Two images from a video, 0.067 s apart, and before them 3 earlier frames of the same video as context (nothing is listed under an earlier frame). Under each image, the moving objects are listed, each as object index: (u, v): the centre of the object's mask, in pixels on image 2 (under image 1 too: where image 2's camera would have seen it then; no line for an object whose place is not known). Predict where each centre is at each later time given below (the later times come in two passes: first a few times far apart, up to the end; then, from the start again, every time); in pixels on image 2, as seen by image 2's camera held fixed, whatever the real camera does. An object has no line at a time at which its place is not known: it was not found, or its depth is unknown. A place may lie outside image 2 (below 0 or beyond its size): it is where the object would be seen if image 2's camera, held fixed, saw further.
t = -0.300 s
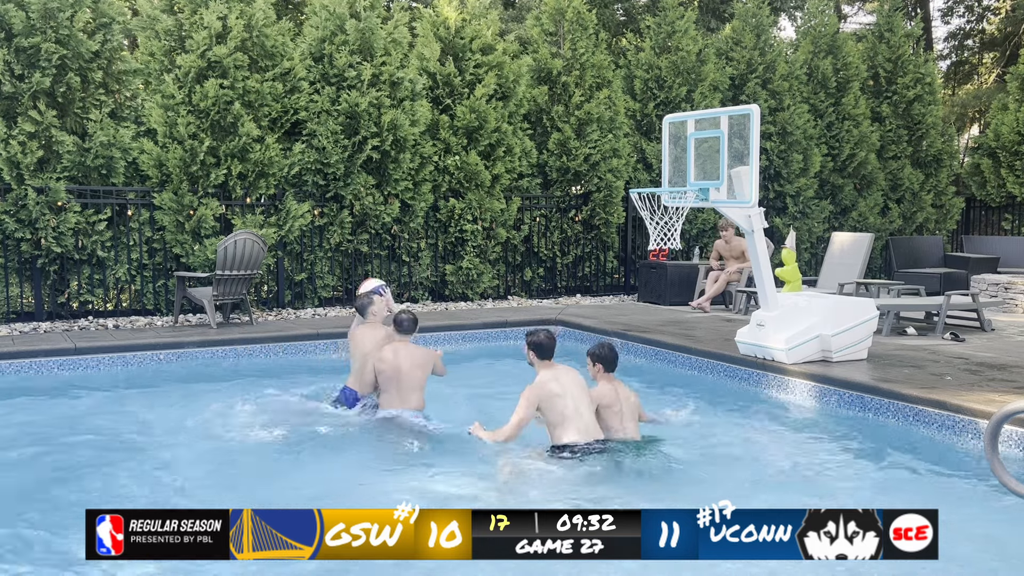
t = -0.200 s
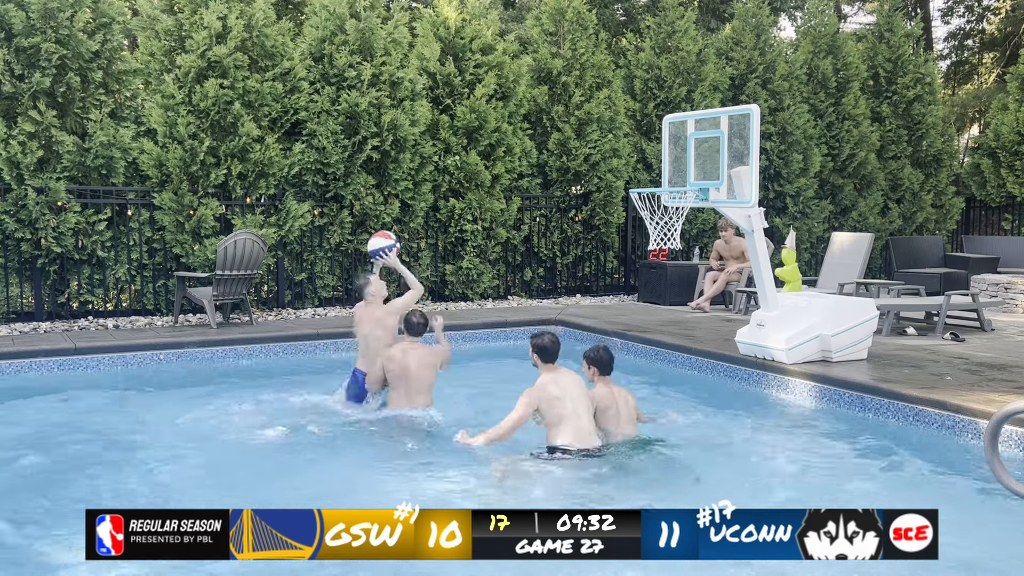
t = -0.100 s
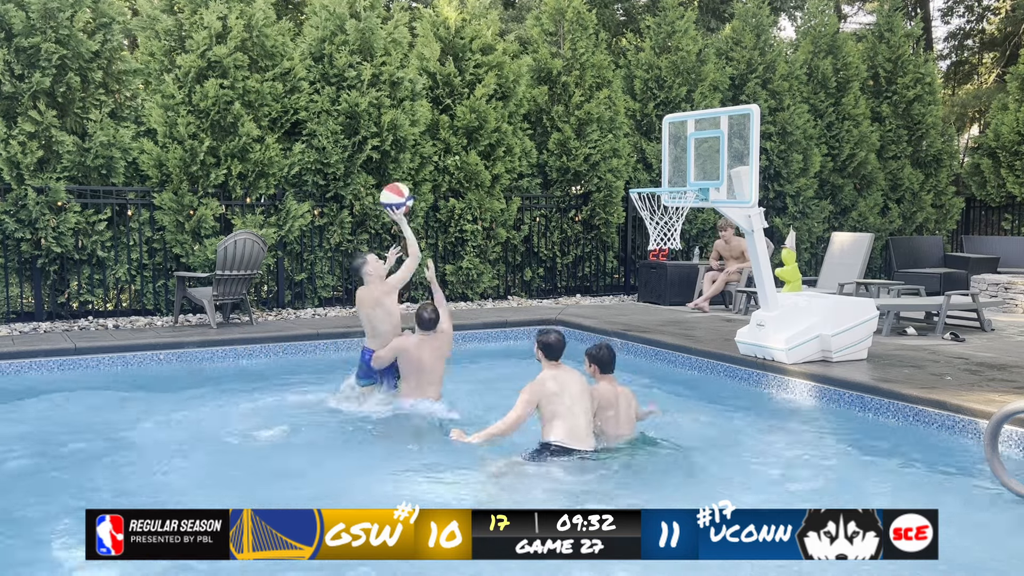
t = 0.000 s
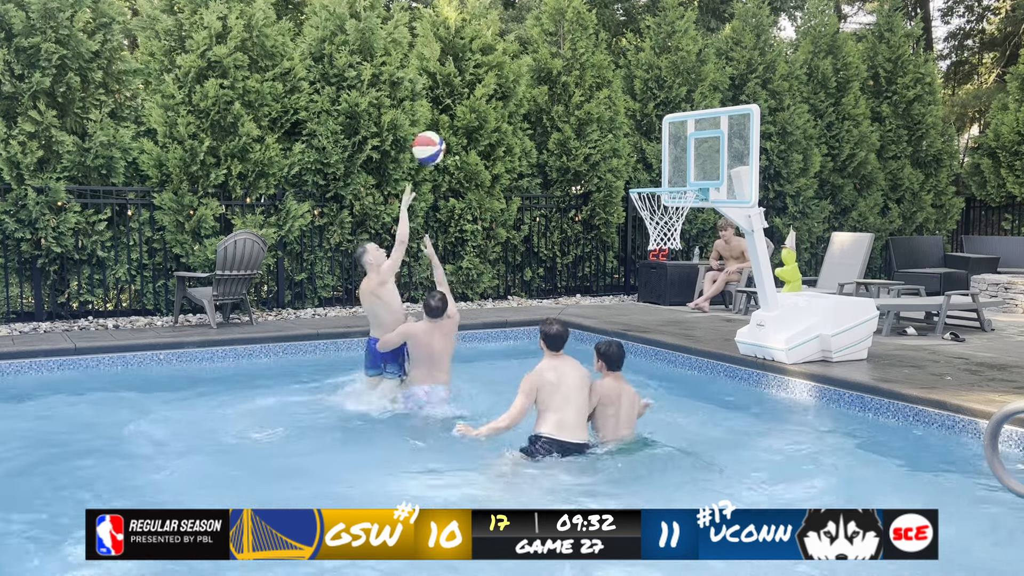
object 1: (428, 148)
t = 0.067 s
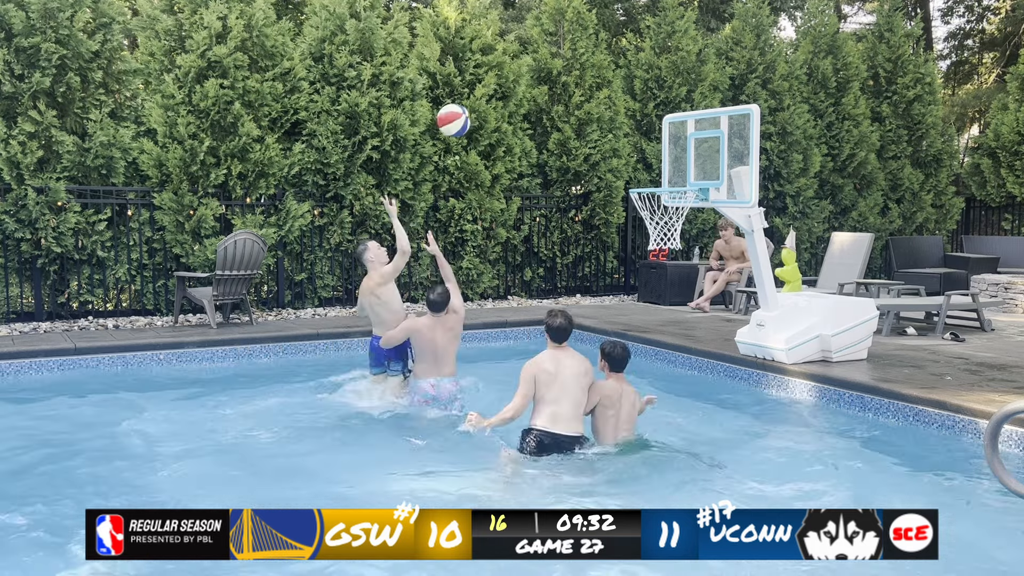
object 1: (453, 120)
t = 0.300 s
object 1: (540, 72)
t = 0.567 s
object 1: (639, 108)
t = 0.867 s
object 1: (698, 119)
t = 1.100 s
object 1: (702, 87)
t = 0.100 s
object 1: (465, 110)
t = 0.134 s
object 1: (478, 99)
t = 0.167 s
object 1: (490, 90)
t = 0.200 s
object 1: (503, 84)
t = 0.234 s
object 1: (515, 78)
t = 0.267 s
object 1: (528, 74)
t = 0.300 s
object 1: (540, 72)
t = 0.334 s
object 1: (553, 71)
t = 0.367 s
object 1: (565, 72)
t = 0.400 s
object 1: (577, 74)
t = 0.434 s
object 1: (589, 78)
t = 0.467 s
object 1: (602, 83)
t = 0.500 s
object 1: (614, 90)
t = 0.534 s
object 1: (626, 99)
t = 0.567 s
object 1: (639, 108)
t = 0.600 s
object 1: (650, 120)
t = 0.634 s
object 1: (663, 133)
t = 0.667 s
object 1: (675, 147)
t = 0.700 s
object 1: (687, 163)
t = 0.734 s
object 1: (695, 172)
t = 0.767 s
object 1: (695, 155)
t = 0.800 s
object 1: (696, 142)
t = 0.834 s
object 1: (697, 130)
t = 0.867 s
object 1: (698, 119)
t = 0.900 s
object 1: (700, 110)
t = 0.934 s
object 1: (700, 102)
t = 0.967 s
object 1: (700, 96)
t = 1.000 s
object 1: (701, 92)
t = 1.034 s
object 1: (702, 89)
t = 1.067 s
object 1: (702, 87)
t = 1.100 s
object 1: (702, 87)
